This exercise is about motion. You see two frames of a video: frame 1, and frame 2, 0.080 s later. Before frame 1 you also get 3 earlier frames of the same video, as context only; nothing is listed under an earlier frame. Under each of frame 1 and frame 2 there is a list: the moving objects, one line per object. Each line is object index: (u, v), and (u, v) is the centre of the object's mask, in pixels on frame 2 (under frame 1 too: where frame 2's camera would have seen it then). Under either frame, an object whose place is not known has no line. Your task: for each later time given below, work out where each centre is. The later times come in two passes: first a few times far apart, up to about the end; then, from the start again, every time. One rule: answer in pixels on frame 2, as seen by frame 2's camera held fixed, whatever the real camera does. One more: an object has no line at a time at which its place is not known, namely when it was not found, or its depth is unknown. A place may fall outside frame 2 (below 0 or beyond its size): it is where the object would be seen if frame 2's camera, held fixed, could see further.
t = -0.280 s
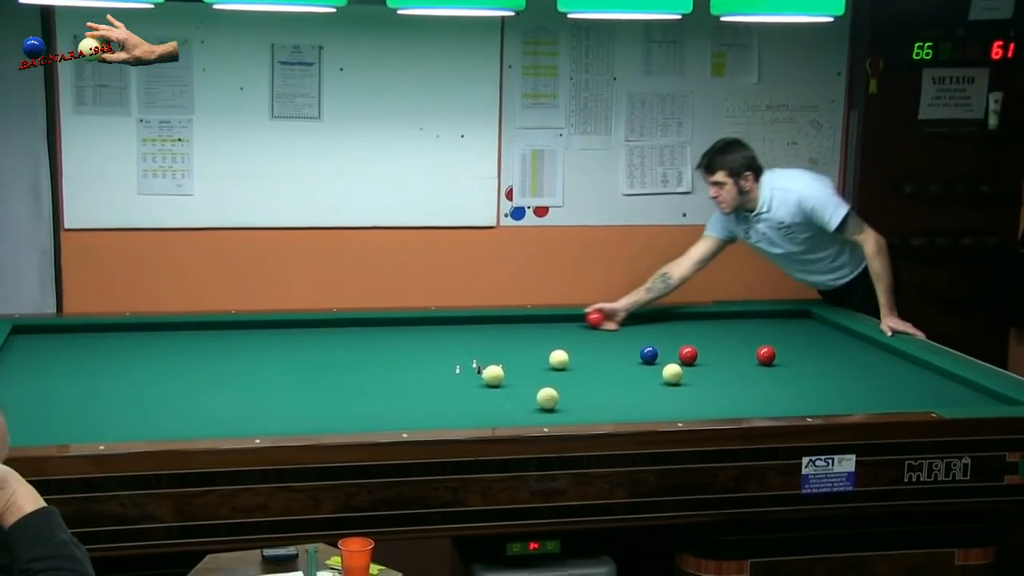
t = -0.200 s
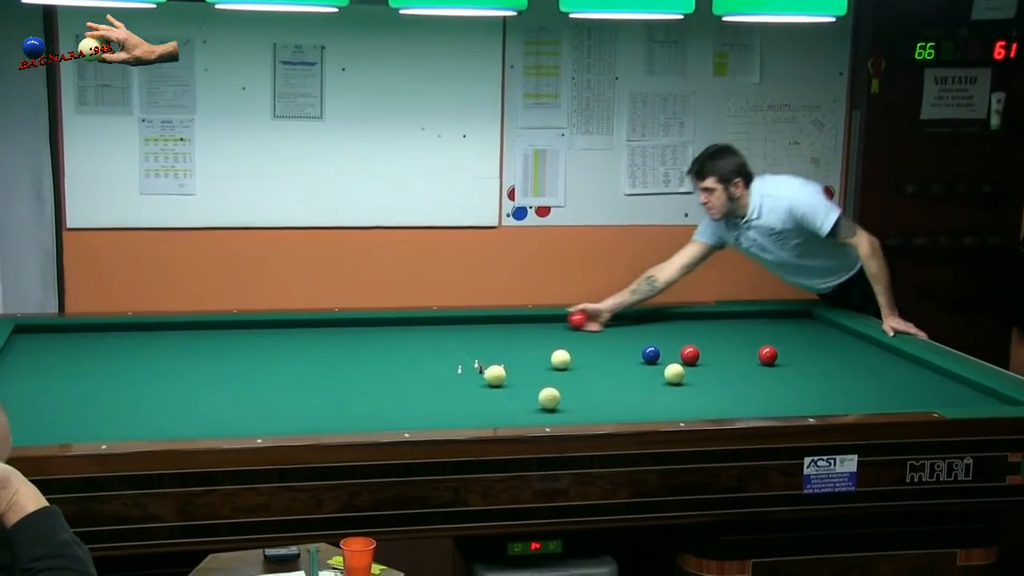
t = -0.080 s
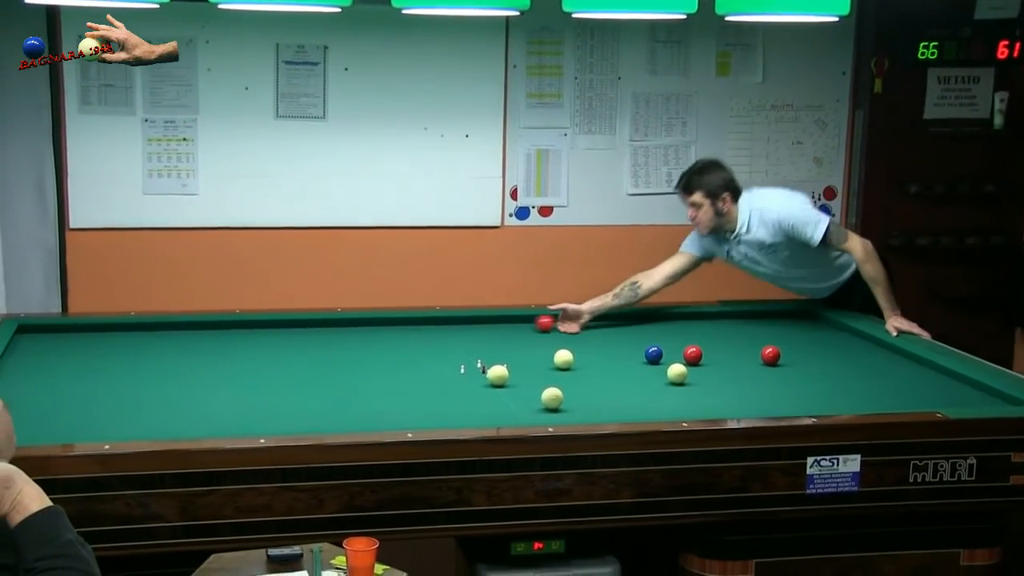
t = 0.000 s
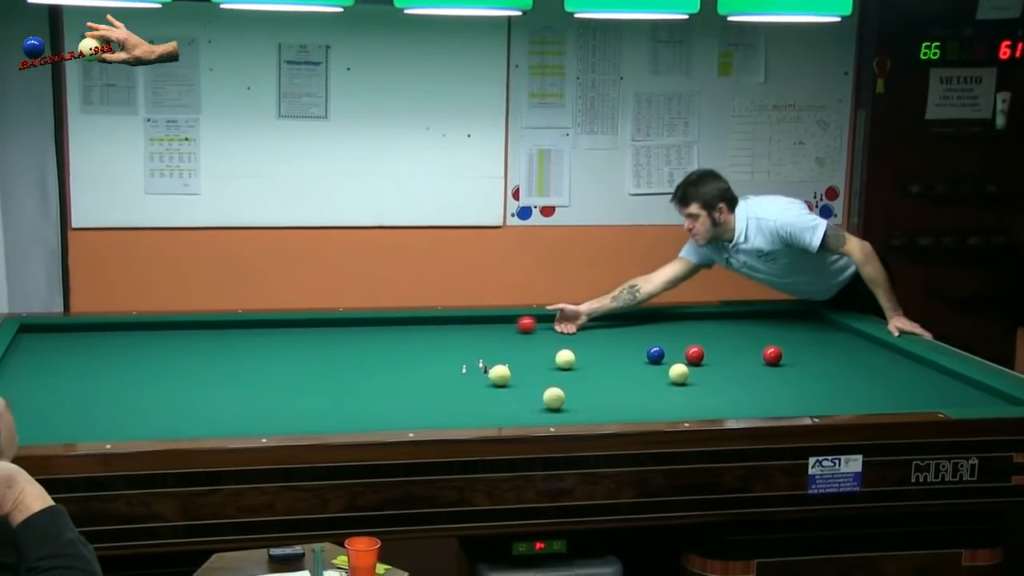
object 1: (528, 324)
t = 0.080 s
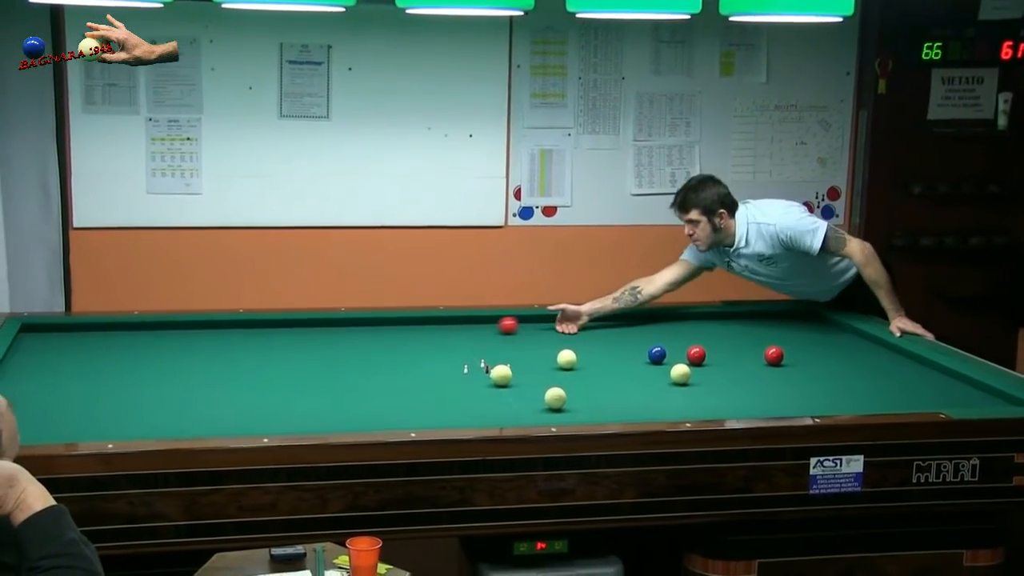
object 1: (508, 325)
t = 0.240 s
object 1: (469, 327)
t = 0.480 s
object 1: (408, 330)
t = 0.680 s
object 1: (357, 333)
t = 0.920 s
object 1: (295, 337)
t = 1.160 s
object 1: (231, 340)
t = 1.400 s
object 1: (166, 344)
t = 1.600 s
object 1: (110, 347)
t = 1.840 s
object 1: (42, 351)
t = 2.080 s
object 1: (44, 352)
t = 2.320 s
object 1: (82, 352)
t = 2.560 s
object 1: (119, 352)
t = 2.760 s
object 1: (149, 352)
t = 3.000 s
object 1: (184, 353)
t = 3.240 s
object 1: (218, 353)
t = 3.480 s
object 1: (250, 353)
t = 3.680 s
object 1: (277, 354)
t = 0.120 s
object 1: (498, 326)
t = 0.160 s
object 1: (488, 326)
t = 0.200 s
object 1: (478, 327)
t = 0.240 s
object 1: (469, 327)
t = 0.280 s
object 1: (459, 328)
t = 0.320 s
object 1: (448, 328)
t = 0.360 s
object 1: (438, 329)
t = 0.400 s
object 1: (428, 329)
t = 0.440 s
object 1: (418, 330)
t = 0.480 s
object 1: (408, 330)
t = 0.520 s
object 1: (398, 331)
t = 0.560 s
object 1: (388, 331)
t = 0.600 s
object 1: (378, 332)
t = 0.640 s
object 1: (367, 332)
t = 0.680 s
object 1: (357, 333)
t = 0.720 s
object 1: (347, 334)
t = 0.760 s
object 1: (337, 334)
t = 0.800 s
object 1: (327, 335)
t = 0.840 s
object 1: (316, 336)
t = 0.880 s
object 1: (305, 336)
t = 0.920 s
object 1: (295, 337)
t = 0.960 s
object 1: (284, 337)
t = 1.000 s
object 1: (274, 338)
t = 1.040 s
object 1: (263, 338)
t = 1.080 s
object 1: (253, 339)
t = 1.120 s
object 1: (242, 340)
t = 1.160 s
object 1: (231, 340)
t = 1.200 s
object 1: (221, 341)
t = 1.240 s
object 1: (210, 342)
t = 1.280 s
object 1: (199, 342)
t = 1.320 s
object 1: (188, 342)
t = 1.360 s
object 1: (178, 343)
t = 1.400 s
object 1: (166, 344)
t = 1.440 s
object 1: (155, 344)
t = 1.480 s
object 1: (144, 345)
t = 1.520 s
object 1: (133, 345)
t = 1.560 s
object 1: (122, 346)
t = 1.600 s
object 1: (110, 347)
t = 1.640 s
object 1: (99, 347)
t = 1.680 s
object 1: (87, 348)
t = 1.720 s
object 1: (76, 348)
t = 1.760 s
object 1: (65, 349)
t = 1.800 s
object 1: (53, 350)
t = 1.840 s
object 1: (42, 351)
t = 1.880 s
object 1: (31, 351)
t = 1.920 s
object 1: (19, 352)
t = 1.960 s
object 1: (20, 352)
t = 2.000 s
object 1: (30, 352)
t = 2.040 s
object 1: (38, 352)
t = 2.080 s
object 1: (44, 352)
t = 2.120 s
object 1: (50, 352)
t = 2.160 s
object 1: (57, 352)
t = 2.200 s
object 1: (63, 352)
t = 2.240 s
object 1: (70, 352)
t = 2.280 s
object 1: (76, 352)
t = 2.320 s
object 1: (82, 352)
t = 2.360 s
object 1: (88, 352)
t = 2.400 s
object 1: (95, 352)
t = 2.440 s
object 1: (101, 352)
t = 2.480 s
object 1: (107, 352)
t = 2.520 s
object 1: (113, 352)
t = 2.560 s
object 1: (119, 352)
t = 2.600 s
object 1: (125, 353)
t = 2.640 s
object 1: (131, 353)
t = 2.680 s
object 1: (137, 353)
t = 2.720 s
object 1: (143, 353)
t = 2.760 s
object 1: (149, 352)
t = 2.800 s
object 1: (155, 353)
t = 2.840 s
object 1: (161, 353)
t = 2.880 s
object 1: (167, 353)
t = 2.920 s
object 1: (173, 353)
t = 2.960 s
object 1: (178, 353)
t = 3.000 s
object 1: (184, 353)
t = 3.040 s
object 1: (190, 353)
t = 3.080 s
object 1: (195, 353)
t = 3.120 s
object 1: (201, 353)
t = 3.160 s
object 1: (207, 353)
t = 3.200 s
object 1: (212, 353)
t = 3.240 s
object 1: (218, 353)
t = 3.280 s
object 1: (223, 353)
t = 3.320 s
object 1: (229, 353)
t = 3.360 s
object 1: (234, 353)
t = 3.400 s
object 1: (240, 353)
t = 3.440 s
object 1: (245, 353)
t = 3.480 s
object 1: (250, 353)
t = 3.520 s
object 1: (256, 353)
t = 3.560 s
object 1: (261, 353)
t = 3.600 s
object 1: (266, 353)
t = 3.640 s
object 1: (272, 353)
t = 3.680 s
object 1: (277, 354)
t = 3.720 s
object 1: (282, 353)
